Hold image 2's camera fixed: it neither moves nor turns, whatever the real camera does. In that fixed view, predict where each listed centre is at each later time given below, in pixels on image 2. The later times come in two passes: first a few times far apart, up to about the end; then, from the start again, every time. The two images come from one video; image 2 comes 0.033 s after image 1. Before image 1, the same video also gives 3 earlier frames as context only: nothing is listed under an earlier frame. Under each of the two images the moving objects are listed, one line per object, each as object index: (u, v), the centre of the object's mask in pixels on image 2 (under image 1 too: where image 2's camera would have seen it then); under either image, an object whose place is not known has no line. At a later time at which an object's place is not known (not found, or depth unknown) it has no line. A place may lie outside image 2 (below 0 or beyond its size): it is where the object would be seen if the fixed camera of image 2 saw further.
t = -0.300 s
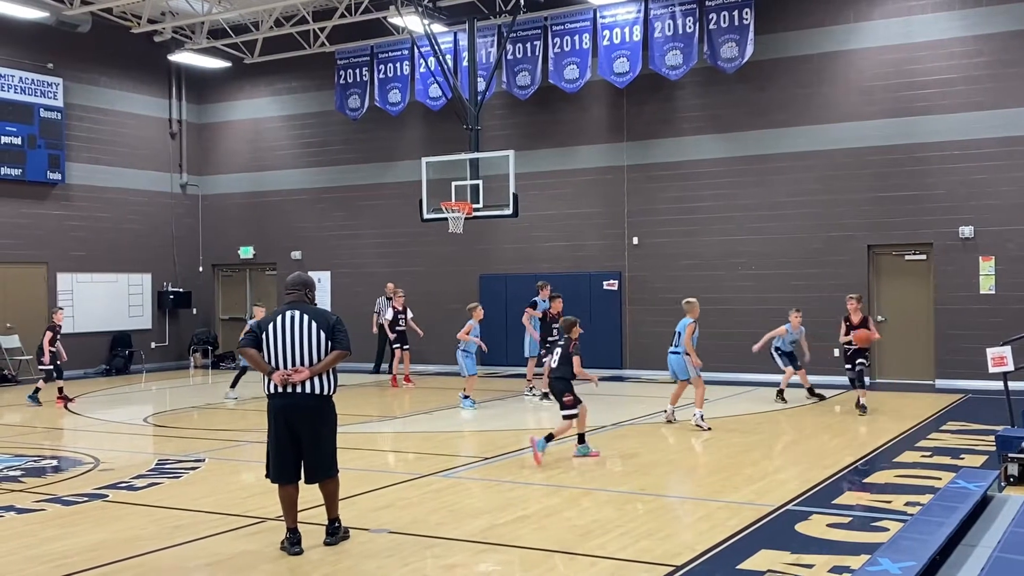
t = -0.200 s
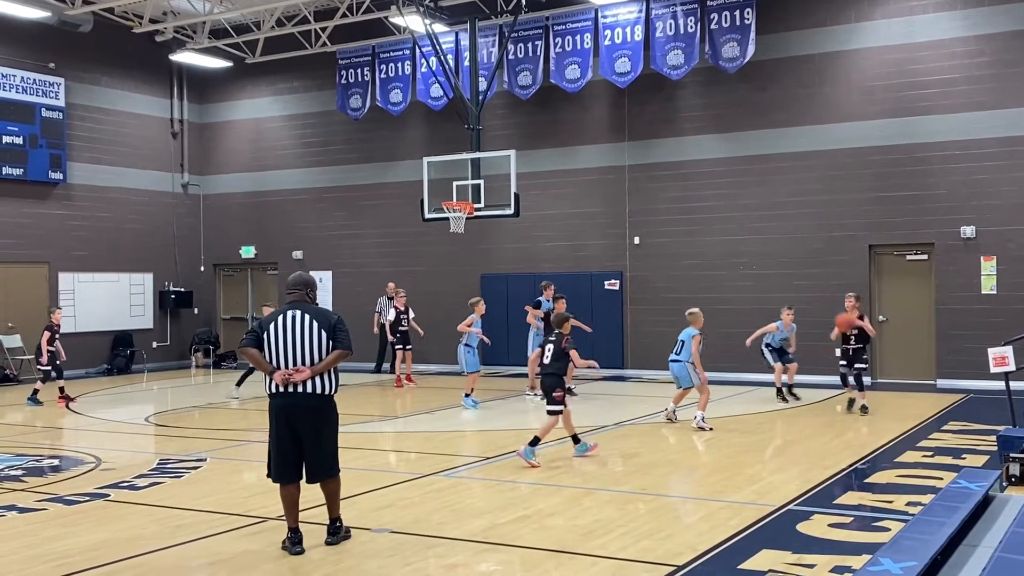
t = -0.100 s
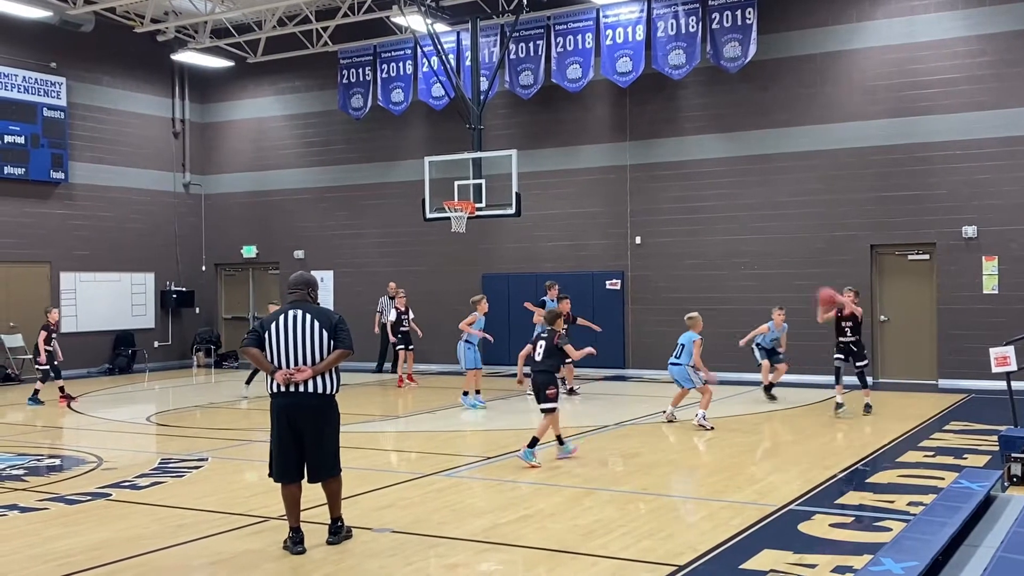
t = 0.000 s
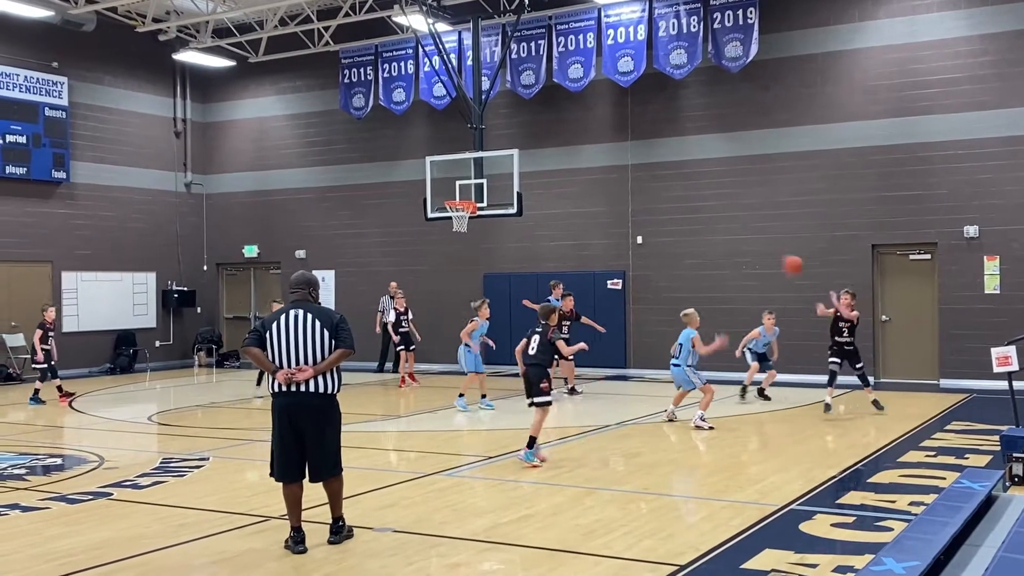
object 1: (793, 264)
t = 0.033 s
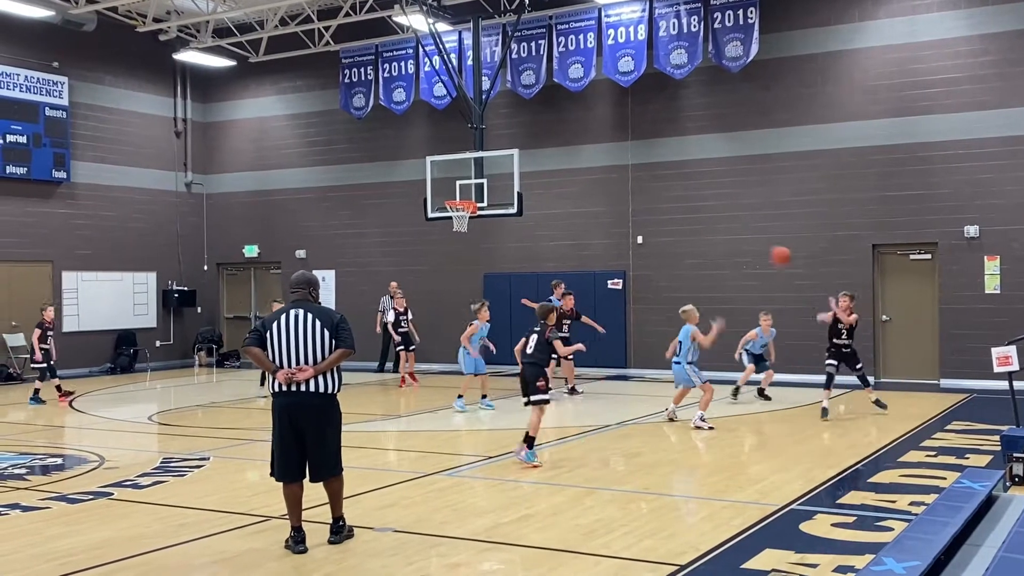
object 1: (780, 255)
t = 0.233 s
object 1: (701, 216)
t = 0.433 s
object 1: (613, 211)
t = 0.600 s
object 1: (532, 235)
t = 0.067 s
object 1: (768, 246)
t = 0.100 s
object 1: (755, 239)
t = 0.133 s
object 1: (742, 232)
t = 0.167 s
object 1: (729, 226)
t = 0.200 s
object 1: (716, 221)
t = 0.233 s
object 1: (701, 216)
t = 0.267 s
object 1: (688, 212)
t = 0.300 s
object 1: (673, 211)
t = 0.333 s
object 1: (659, 209)
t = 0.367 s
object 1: (644, 208)
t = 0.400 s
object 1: (629, 209)
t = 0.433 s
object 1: (613, 211)
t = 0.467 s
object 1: (598, 213)
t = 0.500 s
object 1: (583, 217)
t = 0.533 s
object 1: (566, 222)
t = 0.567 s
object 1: (550, 228)
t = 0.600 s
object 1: (532, 235)
